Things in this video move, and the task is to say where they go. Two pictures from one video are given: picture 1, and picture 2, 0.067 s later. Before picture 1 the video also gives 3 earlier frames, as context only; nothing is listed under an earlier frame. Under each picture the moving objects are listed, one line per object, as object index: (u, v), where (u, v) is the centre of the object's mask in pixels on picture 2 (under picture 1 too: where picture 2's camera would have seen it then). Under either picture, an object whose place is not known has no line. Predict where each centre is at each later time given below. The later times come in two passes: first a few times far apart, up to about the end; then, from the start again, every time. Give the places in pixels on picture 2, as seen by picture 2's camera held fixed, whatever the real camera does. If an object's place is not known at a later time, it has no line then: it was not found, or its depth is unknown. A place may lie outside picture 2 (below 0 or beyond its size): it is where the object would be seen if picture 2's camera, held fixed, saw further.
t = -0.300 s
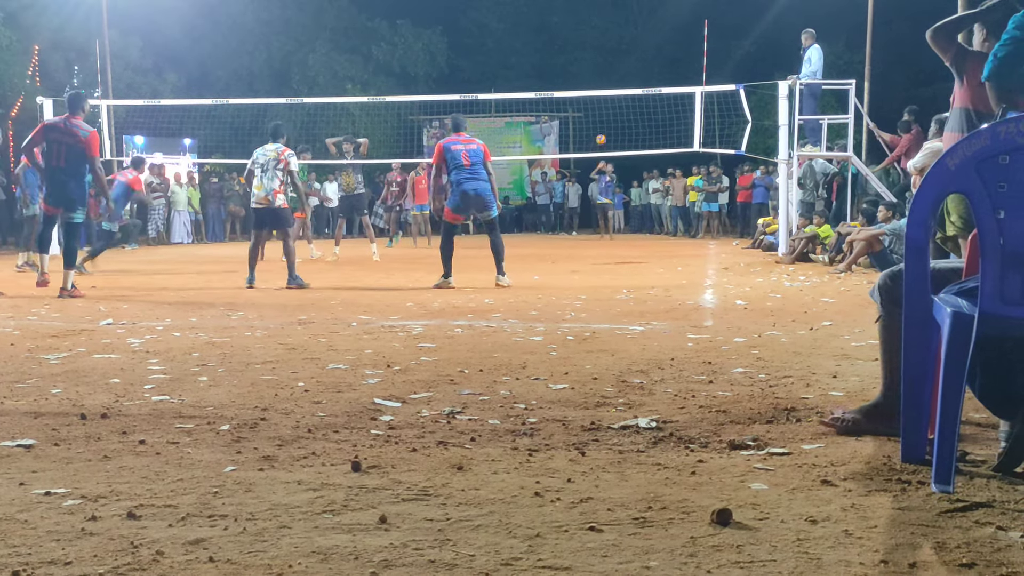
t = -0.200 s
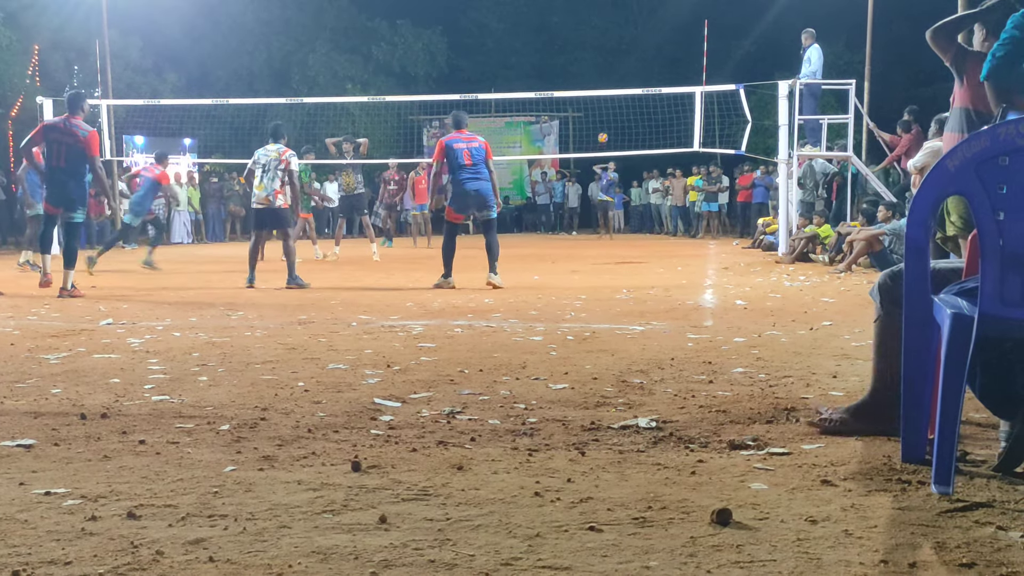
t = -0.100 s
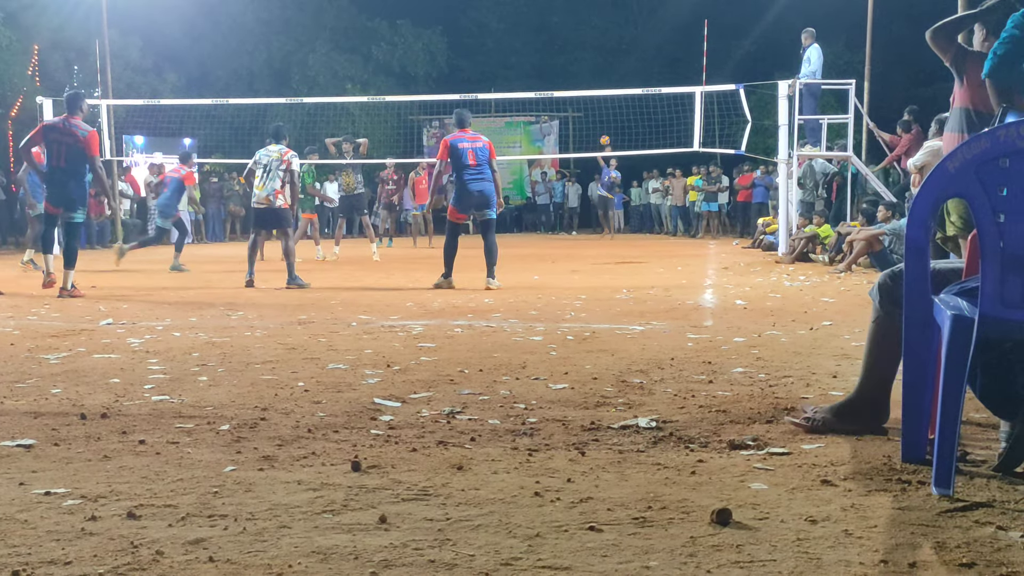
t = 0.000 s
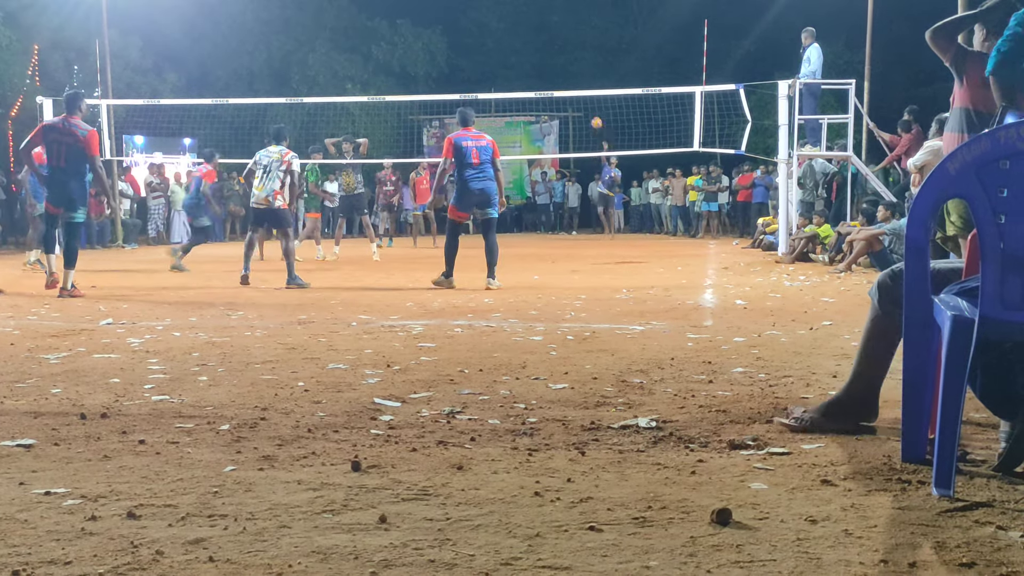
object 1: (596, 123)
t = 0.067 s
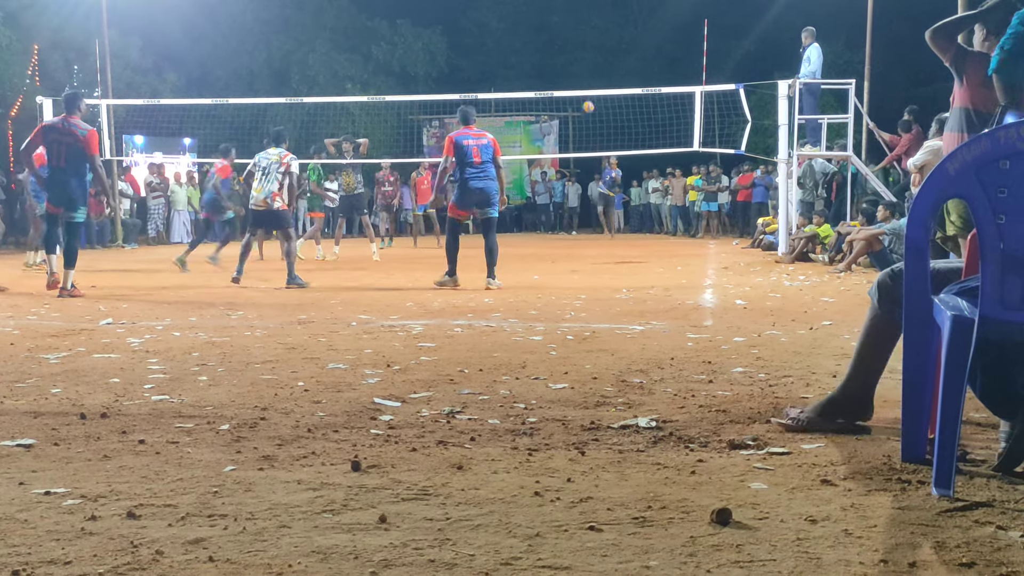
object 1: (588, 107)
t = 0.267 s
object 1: (562, 65)
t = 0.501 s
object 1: (524, 31)
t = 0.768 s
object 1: (466, 30)
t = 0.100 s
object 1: (584, 100)
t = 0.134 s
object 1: (580, 88)
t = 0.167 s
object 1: (575, 84)
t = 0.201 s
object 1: (571, 78)
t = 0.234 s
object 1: (567, 71)
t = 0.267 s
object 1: (562, 65)
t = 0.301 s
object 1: (558, 58)
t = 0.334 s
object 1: (553, 53)
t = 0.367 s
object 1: (548, 48)
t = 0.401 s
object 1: (542, 43)
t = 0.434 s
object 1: (536, 38)
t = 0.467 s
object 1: (531, 34)
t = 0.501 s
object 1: (524, 31)
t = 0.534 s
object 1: (518, 28)
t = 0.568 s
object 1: (511, 26)
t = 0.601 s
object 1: (504, 25)
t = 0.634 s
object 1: (496, 24)
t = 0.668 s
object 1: (489, 24)
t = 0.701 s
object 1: (482, 25)
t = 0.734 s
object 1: (474, 27)
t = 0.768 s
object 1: (466, 30)
